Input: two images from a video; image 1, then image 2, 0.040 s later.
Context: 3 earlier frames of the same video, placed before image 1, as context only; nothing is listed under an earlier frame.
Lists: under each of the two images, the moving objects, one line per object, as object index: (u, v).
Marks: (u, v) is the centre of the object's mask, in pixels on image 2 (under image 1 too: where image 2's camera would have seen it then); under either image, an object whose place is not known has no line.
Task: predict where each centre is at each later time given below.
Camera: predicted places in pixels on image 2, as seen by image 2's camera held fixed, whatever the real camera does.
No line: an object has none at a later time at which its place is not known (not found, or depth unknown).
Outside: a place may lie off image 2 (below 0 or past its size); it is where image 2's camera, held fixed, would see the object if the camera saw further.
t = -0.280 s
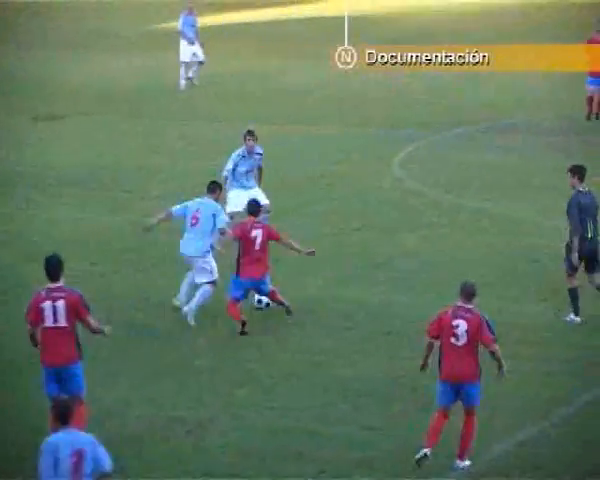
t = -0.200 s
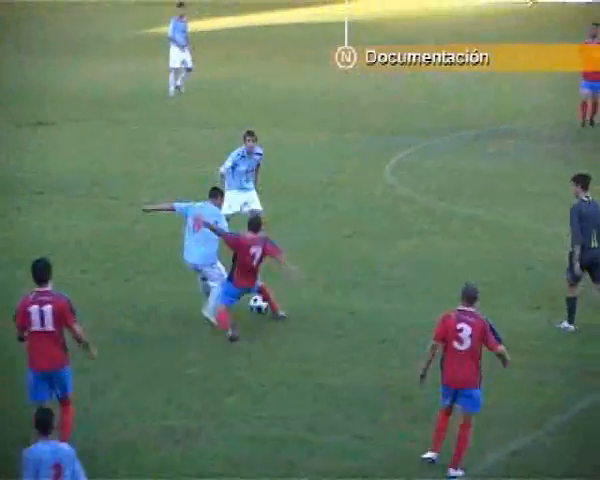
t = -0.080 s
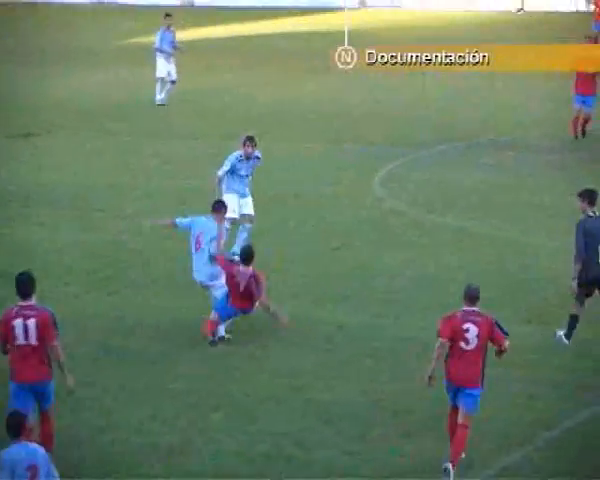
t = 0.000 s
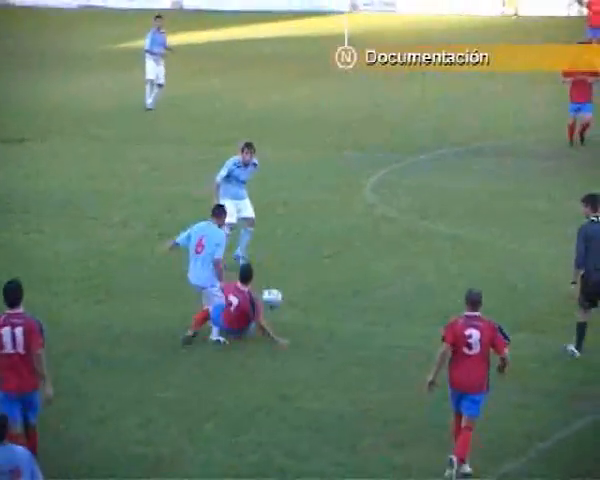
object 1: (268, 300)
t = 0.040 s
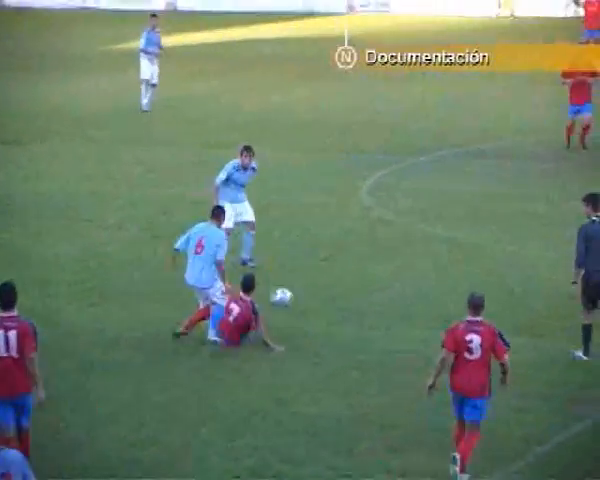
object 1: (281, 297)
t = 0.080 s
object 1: (297, 294)
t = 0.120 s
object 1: (311, 293)
